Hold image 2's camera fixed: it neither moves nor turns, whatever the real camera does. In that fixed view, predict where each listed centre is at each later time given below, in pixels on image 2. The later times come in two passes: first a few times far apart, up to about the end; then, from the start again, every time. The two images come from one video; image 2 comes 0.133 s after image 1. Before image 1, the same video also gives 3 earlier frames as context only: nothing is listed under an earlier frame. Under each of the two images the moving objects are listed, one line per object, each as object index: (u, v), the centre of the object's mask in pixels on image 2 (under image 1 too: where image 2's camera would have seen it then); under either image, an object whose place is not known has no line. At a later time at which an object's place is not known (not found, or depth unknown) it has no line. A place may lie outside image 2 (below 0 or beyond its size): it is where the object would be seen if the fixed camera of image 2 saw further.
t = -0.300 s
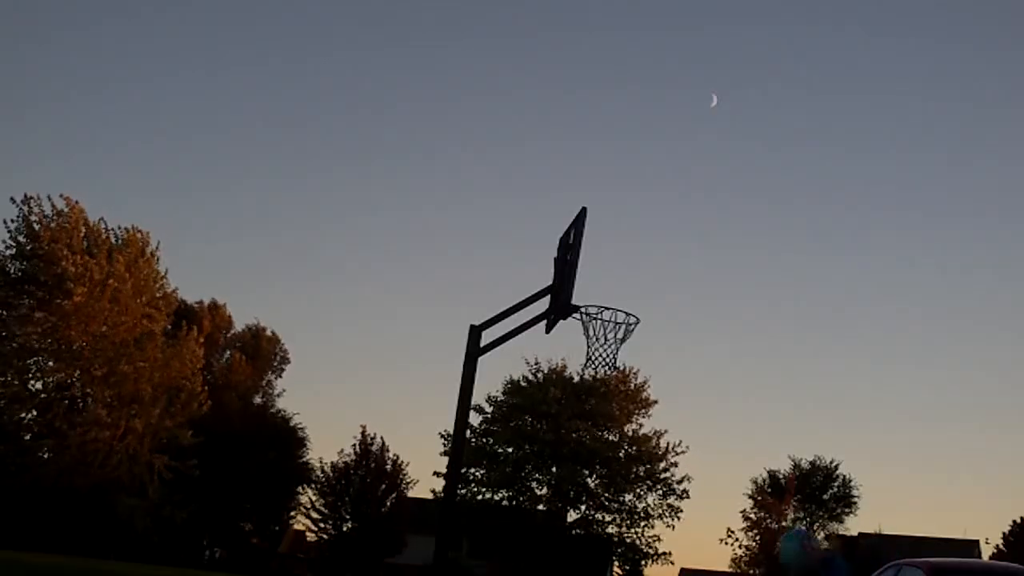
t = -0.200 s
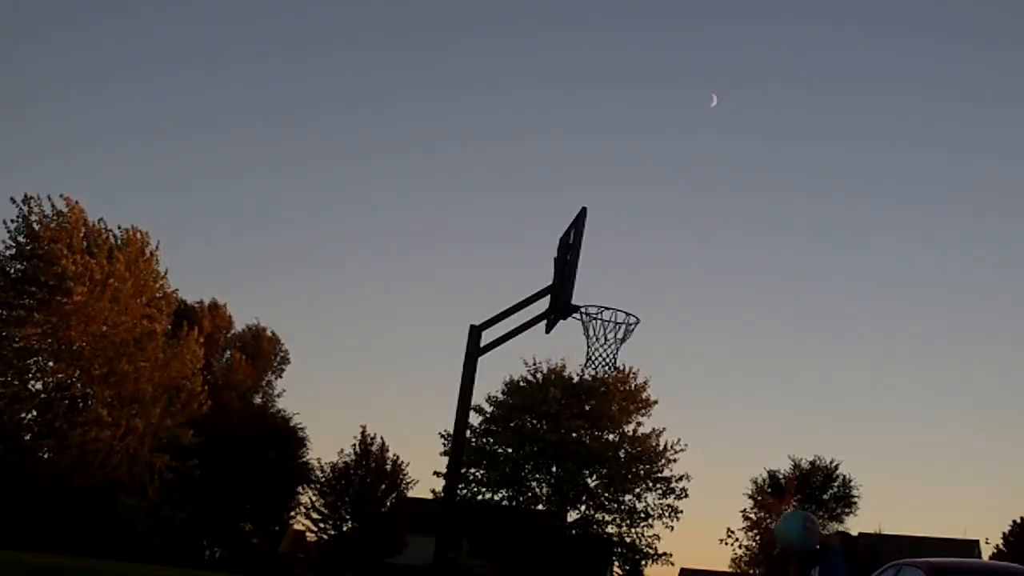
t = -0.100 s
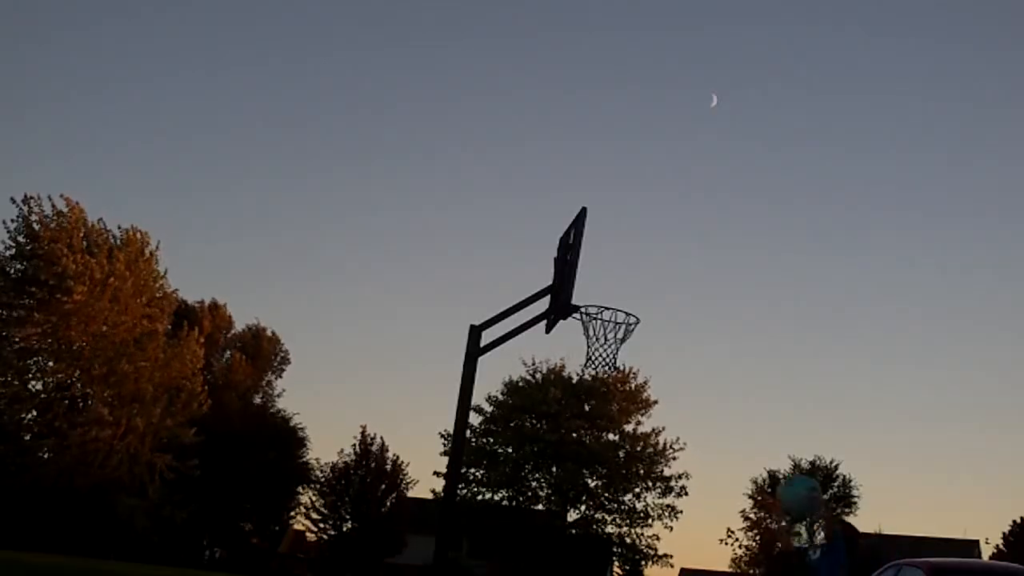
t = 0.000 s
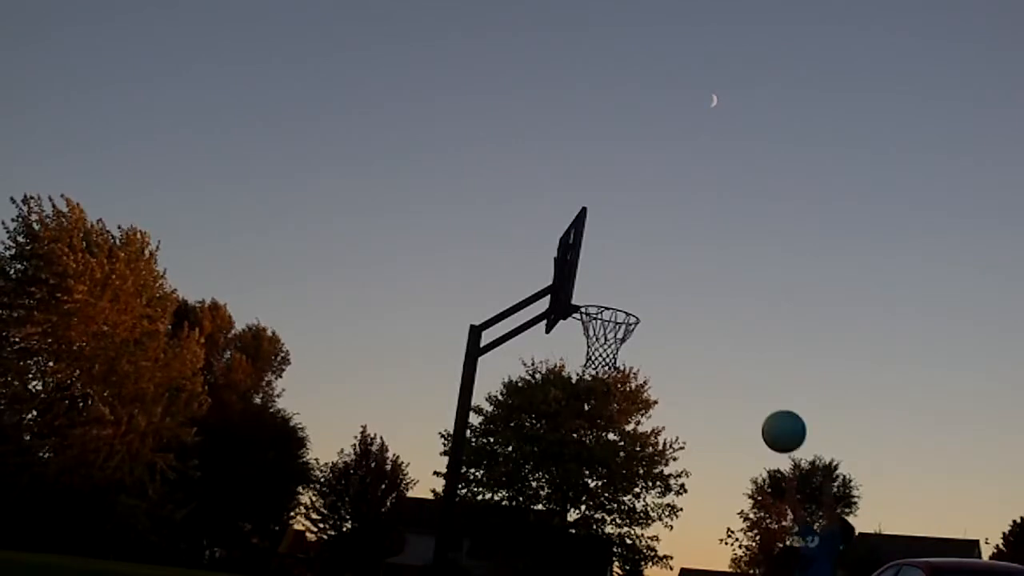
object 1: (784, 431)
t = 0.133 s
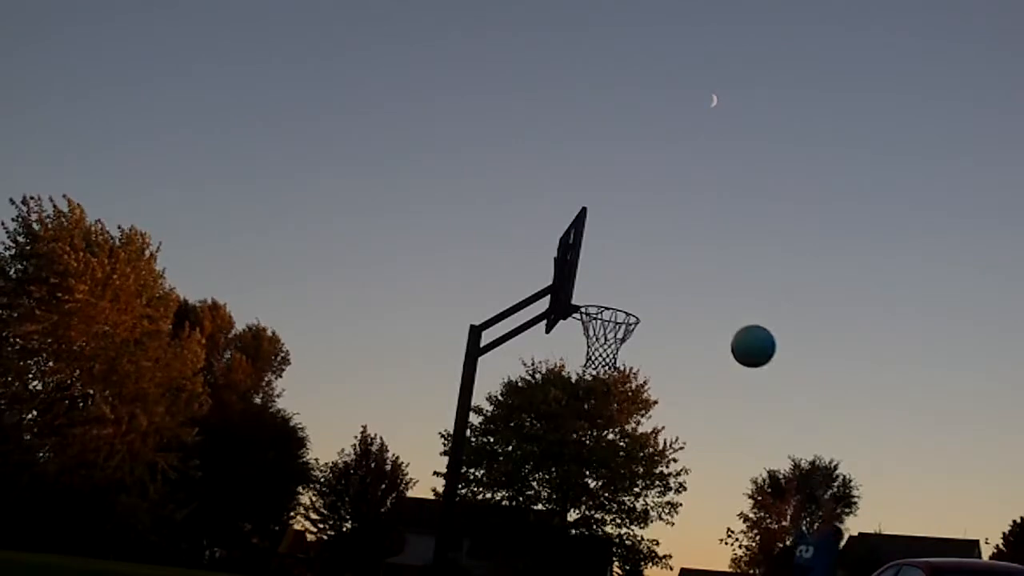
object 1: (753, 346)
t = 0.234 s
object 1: (729, 296)
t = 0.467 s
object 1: (665, 227)
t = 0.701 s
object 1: (599, 215)
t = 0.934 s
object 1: (647, 228)
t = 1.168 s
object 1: (703, 293)
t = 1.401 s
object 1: (744, 416)
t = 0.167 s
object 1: (745, 328)
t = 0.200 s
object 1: (737, 312)
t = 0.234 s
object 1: (729, 296)
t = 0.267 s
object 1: (720, 283)
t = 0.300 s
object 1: (711, 270)
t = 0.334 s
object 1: (702, 259)
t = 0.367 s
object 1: (693, 249)
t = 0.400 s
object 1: (683, 241)
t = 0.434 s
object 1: (674, 233)
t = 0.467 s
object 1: (665, 227)
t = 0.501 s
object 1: (655, 222)
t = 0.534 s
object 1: (646, 218)
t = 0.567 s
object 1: (636, 216)
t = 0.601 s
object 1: (626, 214)
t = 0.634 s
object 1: (617, 214)
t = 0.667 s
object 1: (607, 214)
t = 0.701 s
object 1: (599, 215)
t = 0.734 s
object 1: (595, 217)
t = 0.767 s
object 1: (603, 217)
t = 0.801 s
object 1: (611, 217)
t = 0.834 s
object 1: (620, 218)
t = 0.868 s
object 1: (629, 220)
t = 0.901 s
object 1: (638, 223)
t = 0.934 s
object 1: (647, 228)
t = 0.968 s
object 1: (655, 234)
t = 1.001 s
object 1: (664, 241)
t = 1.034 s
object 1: (672, 249)
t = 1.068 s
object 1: (680, 258)
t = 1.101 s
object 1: (688, 268)
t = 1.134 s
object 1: (695, 280)
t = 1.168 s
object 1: (703, 293)
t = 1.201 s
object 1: (709, 306)
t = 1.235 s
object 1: (716, 322)
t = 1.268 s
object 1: (722, 338)
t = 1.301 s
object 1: (728, 356)
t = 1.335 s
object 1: (734, 375)
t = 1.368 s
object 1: (739, 395)
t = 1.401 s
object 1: (744, 416)
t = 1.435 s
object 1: (748, 438)
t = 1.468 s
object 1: (752, 461)
